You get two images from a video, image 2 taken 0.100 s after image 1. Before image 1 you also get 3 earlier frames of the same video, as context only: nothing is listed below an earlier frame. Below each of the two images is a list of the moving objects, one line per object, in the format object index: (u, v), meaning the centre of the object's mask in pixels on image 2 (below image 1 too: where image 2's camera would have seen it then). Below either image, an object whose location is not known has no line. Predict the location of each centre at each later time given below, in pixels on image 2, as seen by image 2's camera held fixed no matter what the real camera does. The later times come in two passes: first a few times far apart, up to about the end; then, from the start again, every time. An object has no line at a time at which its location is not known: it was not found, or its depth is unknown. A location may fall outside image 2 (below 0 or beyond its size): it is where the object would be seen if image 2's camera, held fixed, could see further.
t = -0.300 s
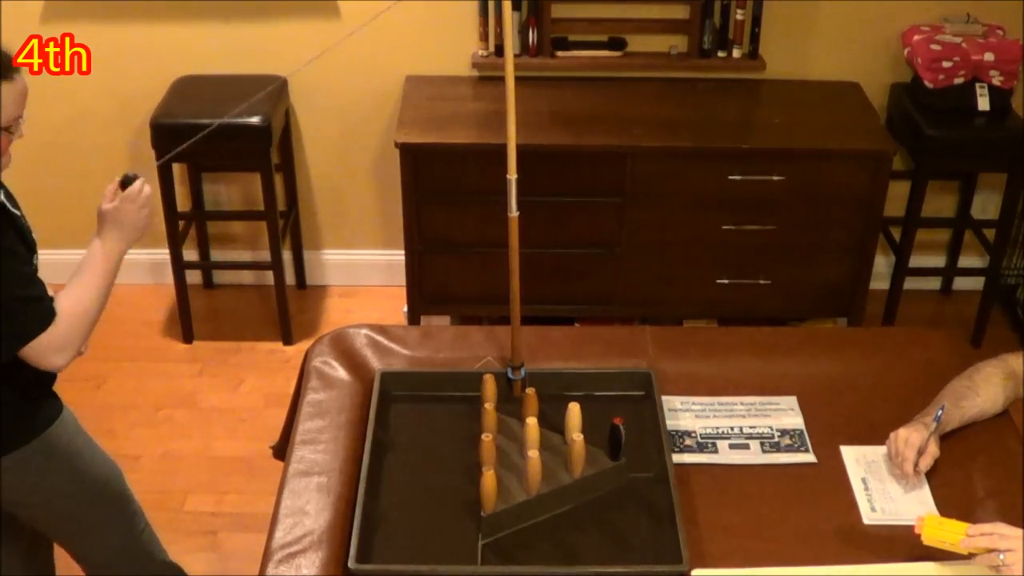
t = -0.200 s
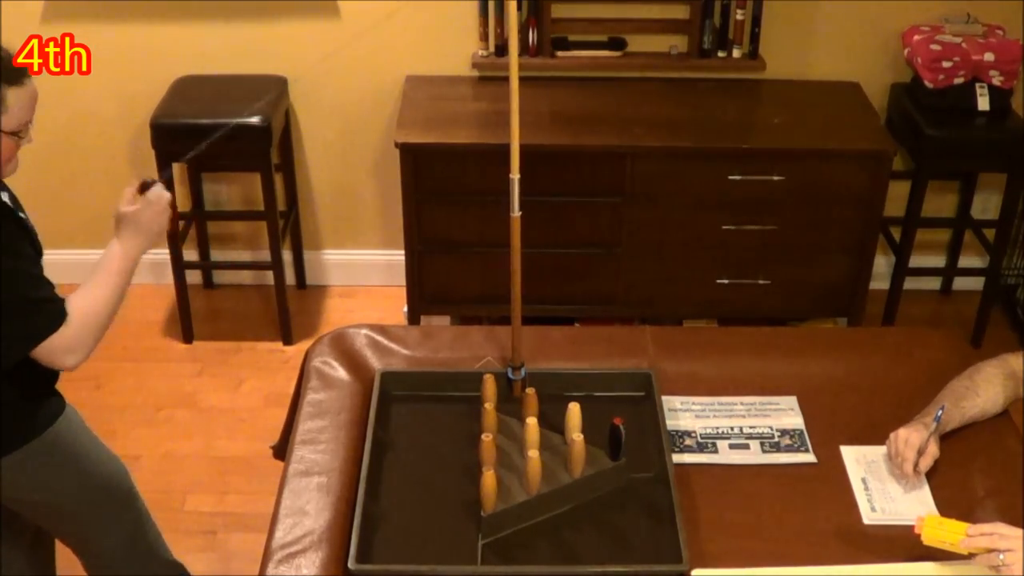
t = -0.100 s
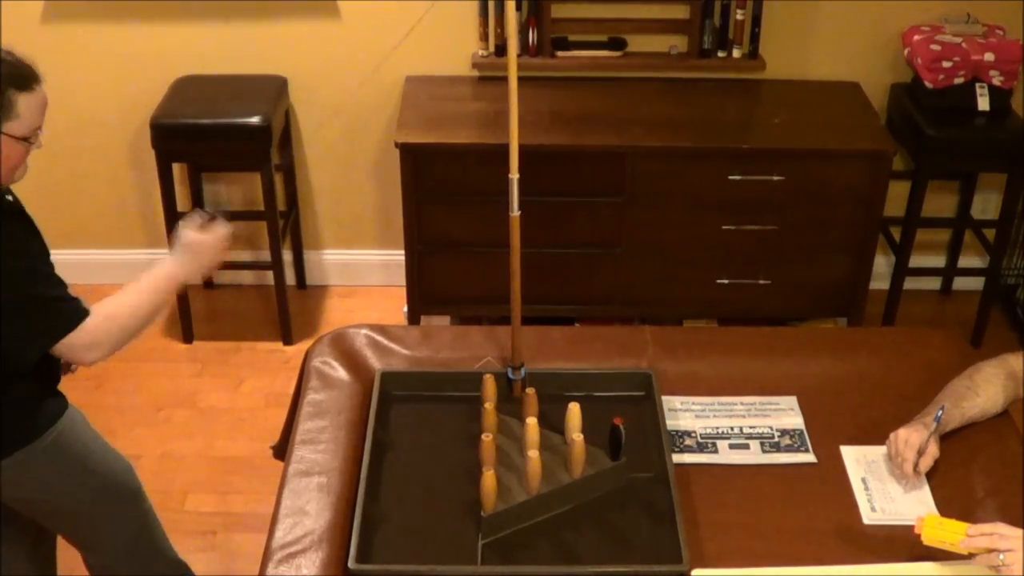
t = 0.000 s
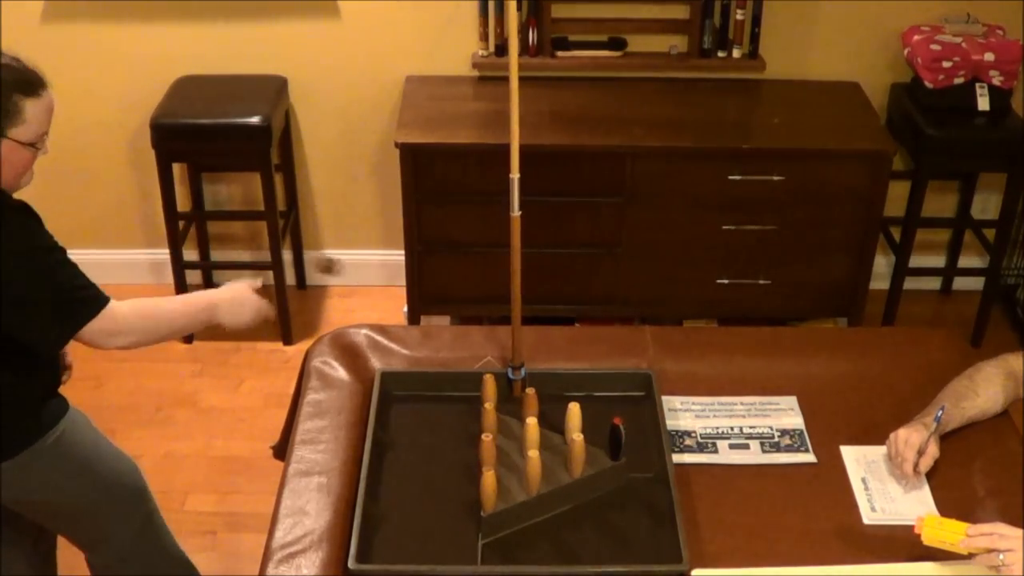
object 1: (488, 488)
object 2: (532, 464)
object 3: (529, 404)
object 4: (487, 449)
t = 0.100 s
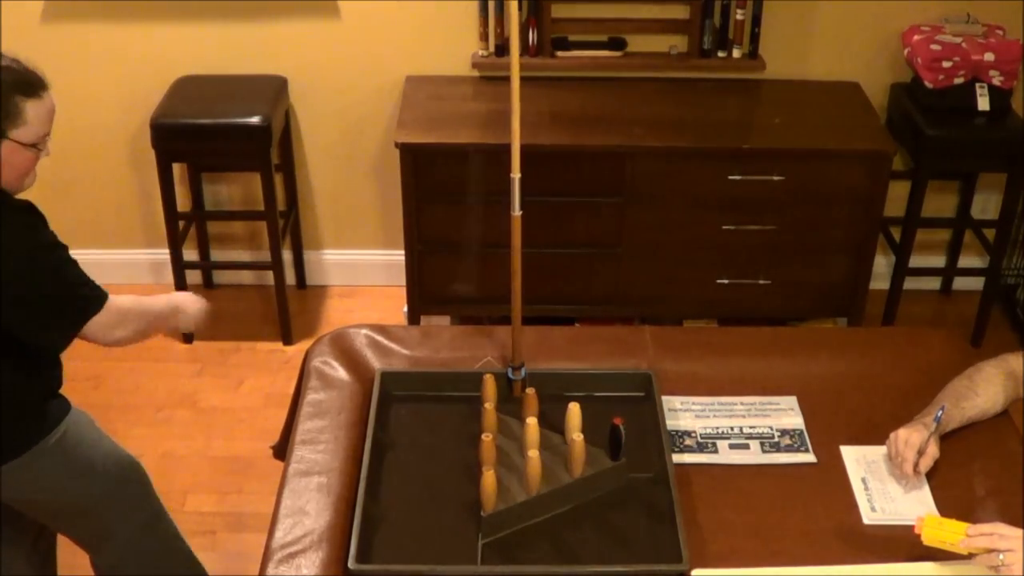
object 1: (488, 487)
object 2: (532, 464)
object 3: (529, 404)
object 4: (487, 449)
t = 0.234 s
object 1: (488, 488)
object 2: (532, 464)
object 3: (529, 404)
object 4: (487, 449)
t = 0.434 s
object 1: (488, 488)
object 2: (532, 464)
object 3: (530, 404)
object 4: (487, 449)
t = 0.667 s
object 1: (488, 487)
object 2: (532, 465)
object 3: (530, 404)
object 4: (488, 449)
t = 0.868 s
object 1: (488, 487)
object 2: (532, 465)
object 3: (529, 404)
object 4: (488, 449)
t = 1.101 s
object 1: (488, 488)
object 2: (532, 475)
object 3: (530, 404)
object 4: (487, 449)
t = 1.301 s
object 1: (480, 509)
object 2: (529, 523)
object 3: (521, 402)
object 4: (423, 473)
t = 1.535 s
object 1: (420, 554)
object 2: (539, 544)
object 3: (498, 405)
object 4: (382, 490)
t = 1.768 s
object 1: (381, 556)
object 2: (546, 549)
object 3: (501, 406)
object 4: (381, 494)
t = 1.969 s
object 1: (379, 556)
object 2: (546, 550)
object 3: (502, 406)
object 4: (383, 493)
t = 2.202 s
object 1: (379, 556)
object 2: (544, 549)
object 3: (502, 406)
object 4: (383, 494)
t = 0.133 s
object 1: (488, 487)
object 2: (532, 464)
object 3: (529, 404)
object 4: (487, 449)
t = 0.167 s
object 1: (488, 488)
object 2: (532, 464)
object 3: (530, 404)
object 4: (487, 449)
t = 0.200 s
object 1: (488, 488)
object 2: (532, 464)
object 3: (529, 404)
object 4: (487, 449)
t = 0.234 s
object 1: (488, 488)
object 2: (532, 464)
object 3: (529, 404)
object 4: (487, 449)
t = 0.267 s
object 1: (488, 488)
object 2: (532, 464)
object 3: (529, 404)
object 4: (487, 449)
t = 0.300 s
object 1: (488, 488)
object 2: (532, 464)
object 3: (529, 404)
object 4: (487, 449)
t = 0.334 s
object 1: (488, 488)
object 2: (532, 464)
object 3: (529, 404)
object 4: (487, 449)
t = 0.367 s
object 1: (488, 488)
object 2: (532, 464)
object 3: (529, 404)
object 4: (487, 449)
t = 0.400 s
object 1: (488, 488)
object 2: (532, 464)
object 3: (529, 404)
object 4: (487, 449)
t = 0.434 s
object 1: (488, 488)
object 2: (532, 464)
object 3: (530, 404)
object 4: (487, 449)
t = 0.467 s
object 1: (488, 488)
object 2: (532, 465)
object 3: (529, 404)
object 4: (487, 449)
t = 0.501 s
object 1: (488, 488)
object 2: (532, 465)
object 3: (529, 404)
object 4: (487, 449)
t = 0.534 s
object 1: (488, 487)
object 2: (532, 465)
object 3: (529, 404)
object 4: (487, 449)
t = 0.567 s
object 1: (488, 487)
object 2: (532, 465)
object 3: (529, 404)
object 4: (487, 449)
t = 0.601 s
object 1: (488, 488)
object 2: (532, 465)
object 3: (529, 404)
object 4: (487, 449)
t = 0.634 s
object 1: (488, 487)
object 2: (532, 465)
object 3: (529, 404)
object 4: (488, 449)
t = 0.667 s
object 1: (488, 487)
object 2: (532, 465)
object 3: (530, 404)
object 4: (488, 449)
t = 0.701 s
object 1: (488, 487)
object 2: (532, 465)
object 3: (530, 404)
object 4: (488, 449)
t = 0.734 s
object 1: (488, 487)
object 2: (532, 465)
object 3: (529, 404)
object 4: (488, 449)
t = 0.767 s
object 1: (488, 487)
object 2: (532, 465)
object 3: (530, 404)
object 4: (488, 449)
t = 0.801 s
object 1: (488, 487)
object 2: (532, 465)
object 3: (530, 404)
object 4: (488, 449)
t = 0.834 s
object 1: (488, 488)
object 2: (532, 465)
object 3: (529, 404)
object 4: (488, 449)
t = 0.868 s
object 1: (488, 487)
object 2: (532, 465)
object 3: (529, 404)
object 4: (488, 449)
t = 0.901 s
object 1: (488, 487)
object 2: (532, 464)
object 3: (529, 404)
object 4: (488, 449)
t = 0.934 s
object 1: (488, 488)
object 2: (533, 464)
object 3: (529, 404)
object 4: (487, 449)
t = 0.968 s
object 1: (488, 488)
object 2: (532, 465)
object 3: (529, 404)
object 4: (487, 449)
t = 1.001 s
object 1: (488, 488)
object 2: (532, 465)
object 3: (529, 404)
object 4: (488, 449)
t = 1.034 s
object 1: (488, 487)
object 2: (532, 464)
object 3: (529, 404)
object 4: (488, 449)
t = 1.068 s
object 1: (488, 488)
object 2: (532, 465)
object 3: (529, 404)
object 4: (487, 449)
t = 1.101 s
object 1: (488, 488)
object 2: (532, 475)
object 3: (530, 404)
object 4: (487, 449)
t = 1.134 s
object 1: (488, 489)
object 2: (531, 474)
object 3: (530, 406)
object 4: (474, 448)
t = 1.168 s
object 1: (488, 490)
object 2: (531, 479)
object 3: (529, 401)
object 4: (463, 451)
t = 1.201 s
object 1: (487, 492)
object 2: (531, 486)
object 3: (529, 396)
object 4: (452, 456)
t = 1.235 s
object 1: (485, 495)
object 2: (530, 498)
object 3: (527, 397)
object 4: (441, 465)
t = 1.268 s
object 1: (483, 498)
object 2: (529, 509)
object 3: (524, 398)
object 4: (431, 472)
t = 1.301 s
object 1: (480, 509)
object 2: (529, 523)
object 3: (521, 402)
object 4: (423, 473)
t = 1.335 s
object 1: (479, 518)
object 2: (529, 530)
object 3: (518, 410)
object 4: (416, 475)
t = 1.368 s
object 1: (478, 531)
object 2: (530, 539)
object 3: (513, 411)
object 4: (409, 478)
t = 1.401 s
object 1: (471, 543)
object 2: (532, 539)
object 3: (508, 410)
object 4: (402, 481)
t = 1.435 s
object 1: (458, 548)
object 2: (533, 542)
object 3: (504, 408)
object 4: (395, 482)
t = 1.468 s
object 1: (446, 554)
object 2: (535, 543)
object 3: (501, 408)
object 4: (390, 486)
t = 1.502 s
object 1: (432, 555)
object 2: (537, 543)
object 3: (500, 407)
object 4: (385, 488)
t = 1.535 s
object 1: (420, 554)
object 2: (539, 544)
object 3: (498, 405)
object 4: (382, 490)
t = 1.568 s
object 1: (412, 555)
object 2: (539, 545)
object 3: (497, 405)
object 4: (380, 491)
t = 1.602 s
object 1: (406, 555)
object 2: (541, 546)
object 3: (498, 405)
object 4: (380, 492)
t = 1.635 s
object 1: (400, 554)
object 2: (542, 547)
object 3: (499, 405)
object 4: (380, 493)
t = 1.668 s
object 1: (394, 553)
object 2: (543, 548)
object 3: (499, 405)
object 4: (380, 493)
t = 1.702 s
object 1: (389, 554)
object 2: (544, 548)
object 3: (500, 406)
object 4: (380, 494)
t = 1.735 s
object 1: (385, 555)
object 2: (545, 549)
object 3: (501, 406)
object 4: (381, 494)
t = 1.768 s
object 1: (381, 556)
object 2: (546, 549)
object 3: (501, 406)
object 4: (381, 494)
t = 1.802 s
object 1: (378, 556)
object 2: (546, 550)
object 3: (502, 406)
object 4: (382, 494)
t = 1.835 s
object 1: (378, 556)
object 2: (546, 550)
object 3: (502, 406)
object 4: (383, 494)
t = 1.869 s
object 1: (378, 556)
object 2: (547, 550)
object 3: (502, 406)
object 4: (383, 494)
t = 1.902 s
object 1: (379, 556)
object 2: (547, 550)
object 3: (503, 406)
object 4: (383, 494)
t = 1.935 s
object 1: (379, 556)
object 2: (547, 550)
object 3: (502, 406)
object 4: (384, 494)
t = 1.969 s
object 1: (379, 556)
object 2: (546, 550)
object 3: (502, 406)
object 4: (383, 493)
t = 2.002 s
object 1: (379, 556)
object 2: (546, 550)
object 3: (502, 406)
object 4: (383, 494)
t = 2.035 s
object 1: (379, 556)
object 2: (546, 550)
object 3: (502, 406)
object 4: (383, 494)
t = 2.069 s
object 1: (379, 556)
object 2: (545, 550)
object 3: (502, 406)
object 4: (383, 493)
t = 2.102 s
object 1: (379, 556)
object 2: (545, 549)
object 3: (502, 406)
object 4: (383, 493)
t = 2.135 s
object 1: (379, 556)
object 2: (545, 549)
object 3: (502, 406)
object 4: (383, 493)
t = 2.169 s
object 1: (379, 556)
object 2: (544, 549)
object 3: (502, 406)
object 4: (383, 494)
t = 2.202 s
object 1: (379, 556)
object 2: (544, 549)
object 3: (502, 406)
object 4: (383, 494)
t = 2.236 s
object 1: (379, 556)
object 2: (544, 549)
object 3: (502, 406)
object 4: (382, 494)
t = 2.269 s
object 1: (379, 556)
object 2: (544, 548)
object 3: (502, 406)
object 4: (382, 494)
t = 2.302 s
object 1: (379, 556)
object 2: (543, 548)
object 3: (502, 406)
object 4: (381, 494)
